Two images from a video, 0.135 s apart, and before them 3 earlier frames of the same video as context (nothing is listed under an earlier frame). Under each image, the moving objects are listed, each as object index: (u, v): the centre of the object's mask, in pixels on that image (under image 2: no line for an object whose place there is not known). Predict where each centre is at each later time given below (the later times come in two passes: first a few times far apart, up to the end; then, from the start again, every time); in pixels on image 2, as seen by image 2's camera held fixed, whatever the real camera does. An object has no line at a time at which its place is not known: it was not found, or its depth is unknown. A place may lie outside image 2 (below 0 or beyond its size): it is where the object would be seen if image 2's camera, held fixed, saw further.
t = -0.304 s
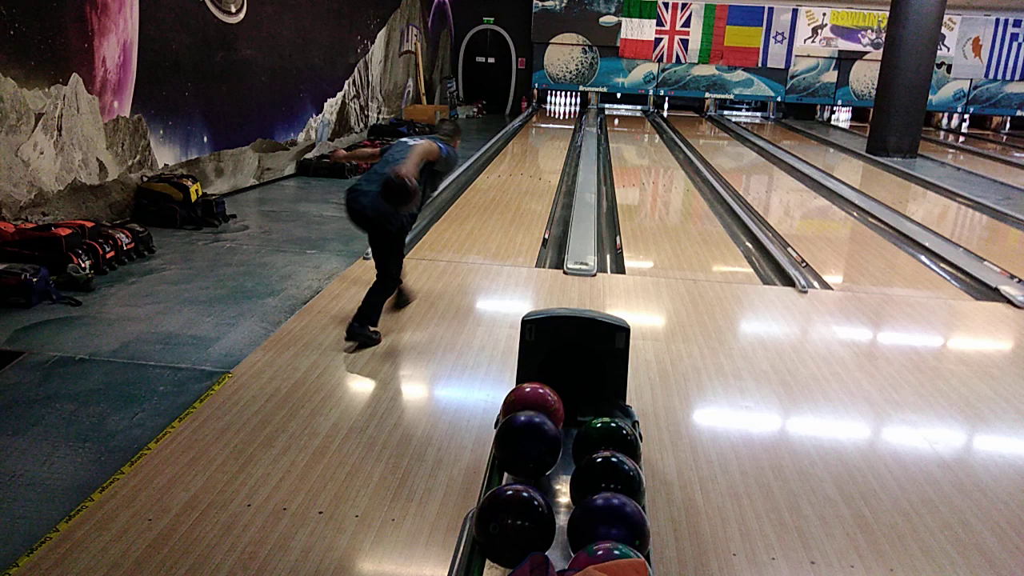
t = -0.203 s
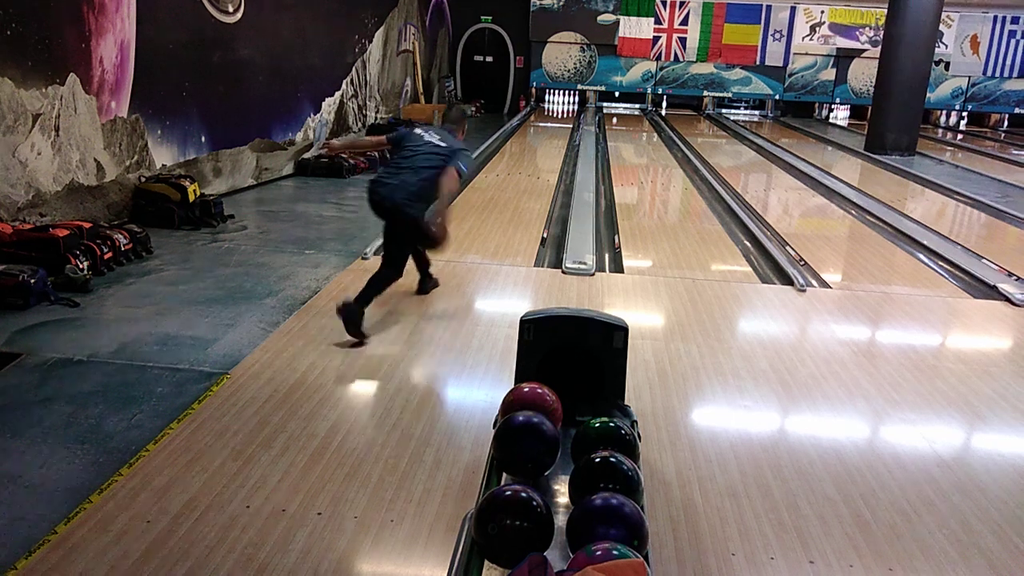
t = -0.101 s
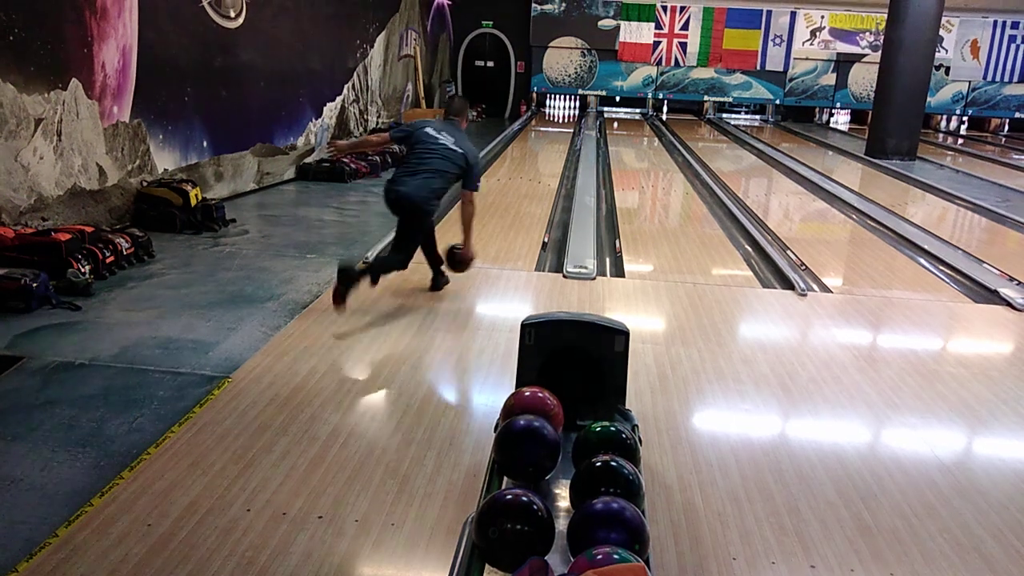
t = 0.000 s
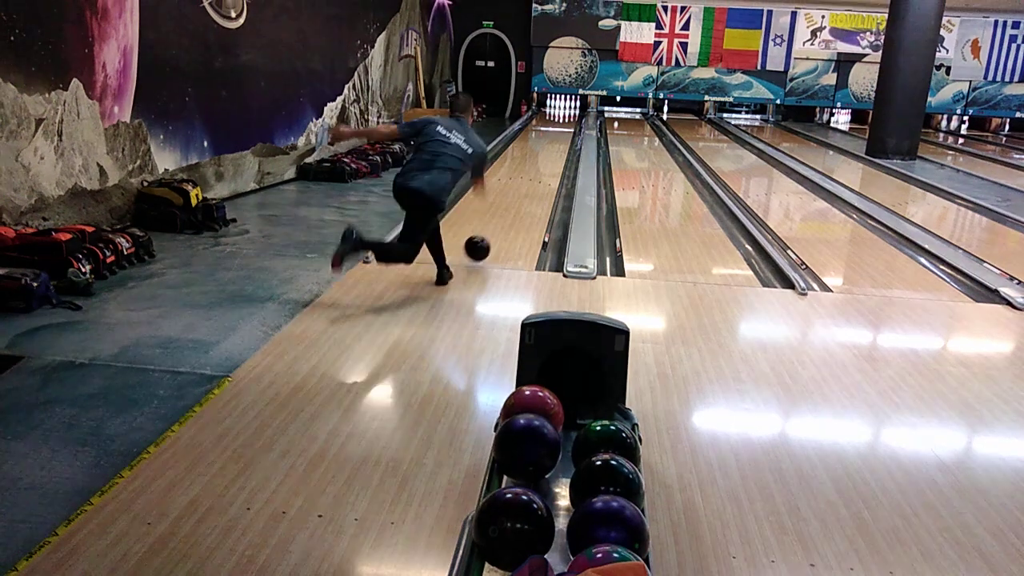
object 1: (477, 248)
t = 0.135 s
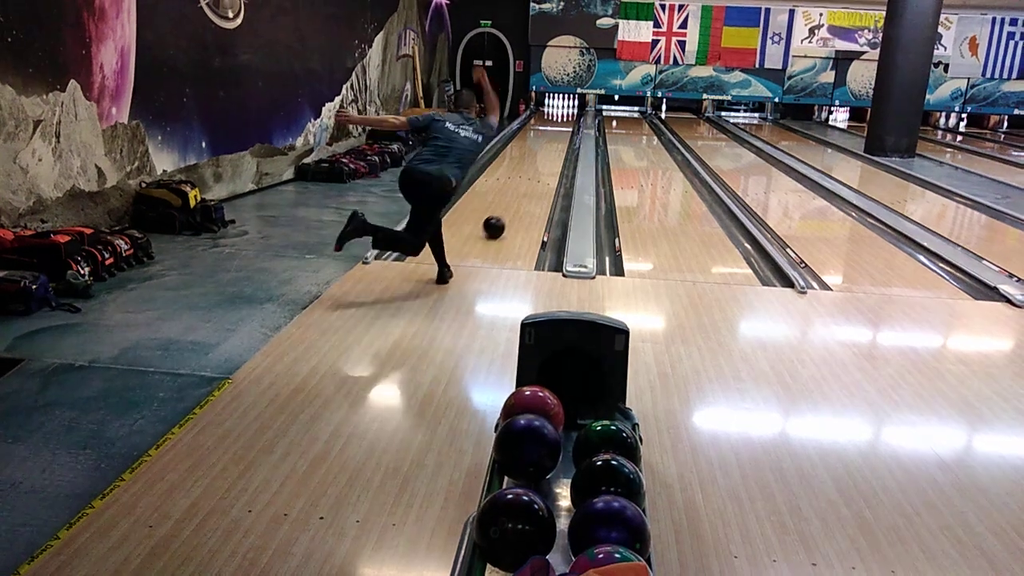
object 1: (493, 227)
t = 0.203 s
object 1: (500, 216)
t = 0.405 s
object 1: (518, 190)
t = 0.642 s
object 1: (531, 169)
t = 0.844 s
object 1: (540, 155)
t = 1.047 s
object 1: (546, 144)
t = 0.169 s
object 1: (497, 221)
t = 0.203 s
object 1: (500, 216)
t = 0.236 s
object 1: (504, 211)
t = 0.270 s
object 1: (507, 206)
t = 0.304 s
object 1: (510, 202)
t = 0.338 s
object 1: (513, 198)
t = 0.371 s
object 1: (515, 194)
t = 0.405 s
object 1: (518, 190)
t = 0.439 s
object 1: (520, 187)
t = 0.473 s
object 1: (522, 183)
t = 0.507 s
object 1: (524, 180)
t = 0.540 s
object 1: (526, 177)
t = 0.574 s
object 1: (528, 175)
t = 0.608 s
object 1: (529, 172)
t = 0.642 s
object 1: (531, 169)
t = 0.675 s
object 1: (533, 167)
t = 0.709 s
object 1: (534, 164)
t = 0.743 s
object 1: (535, 162)
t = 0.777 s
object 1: (537, 159)
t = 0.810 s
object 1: (538, 157)
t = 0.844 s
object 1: (540, 155)
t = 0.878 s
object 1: (541, 153)
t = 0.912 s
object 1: (542, 151)
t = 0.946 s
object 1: (543, 149)
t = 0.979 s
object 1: (544, 148)
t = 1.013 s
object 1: (545, 146)
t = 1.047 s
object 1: (546, 144)
